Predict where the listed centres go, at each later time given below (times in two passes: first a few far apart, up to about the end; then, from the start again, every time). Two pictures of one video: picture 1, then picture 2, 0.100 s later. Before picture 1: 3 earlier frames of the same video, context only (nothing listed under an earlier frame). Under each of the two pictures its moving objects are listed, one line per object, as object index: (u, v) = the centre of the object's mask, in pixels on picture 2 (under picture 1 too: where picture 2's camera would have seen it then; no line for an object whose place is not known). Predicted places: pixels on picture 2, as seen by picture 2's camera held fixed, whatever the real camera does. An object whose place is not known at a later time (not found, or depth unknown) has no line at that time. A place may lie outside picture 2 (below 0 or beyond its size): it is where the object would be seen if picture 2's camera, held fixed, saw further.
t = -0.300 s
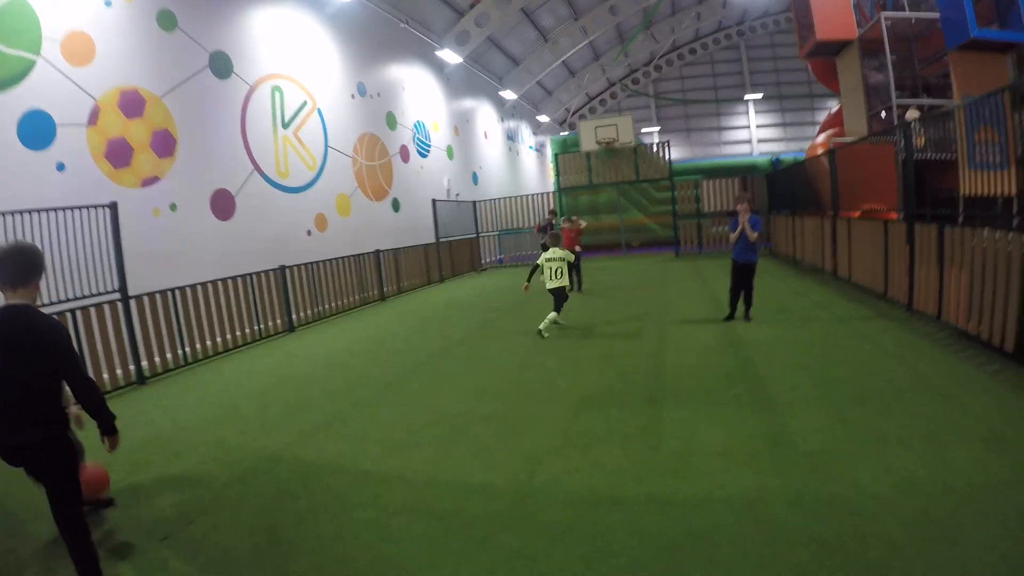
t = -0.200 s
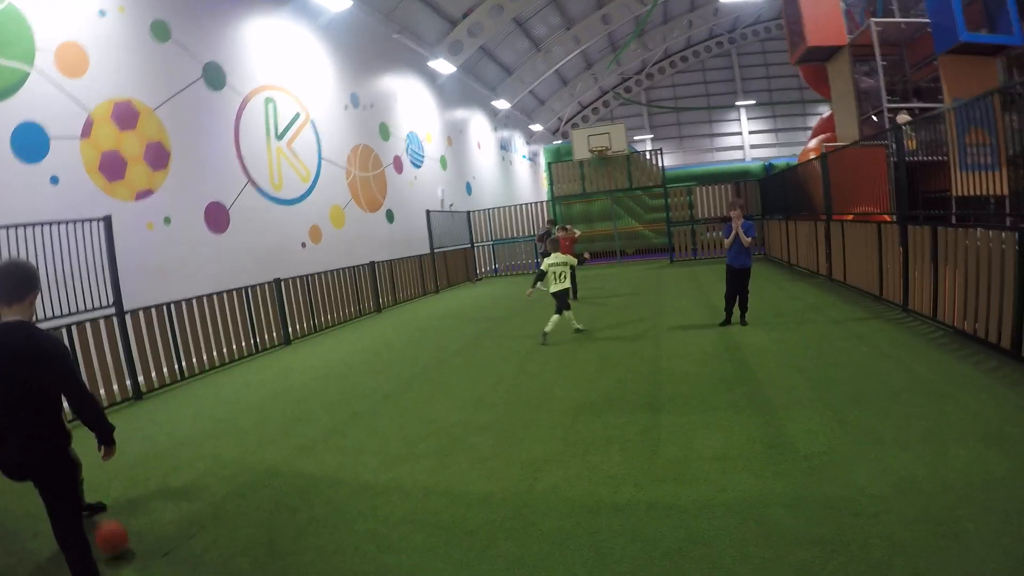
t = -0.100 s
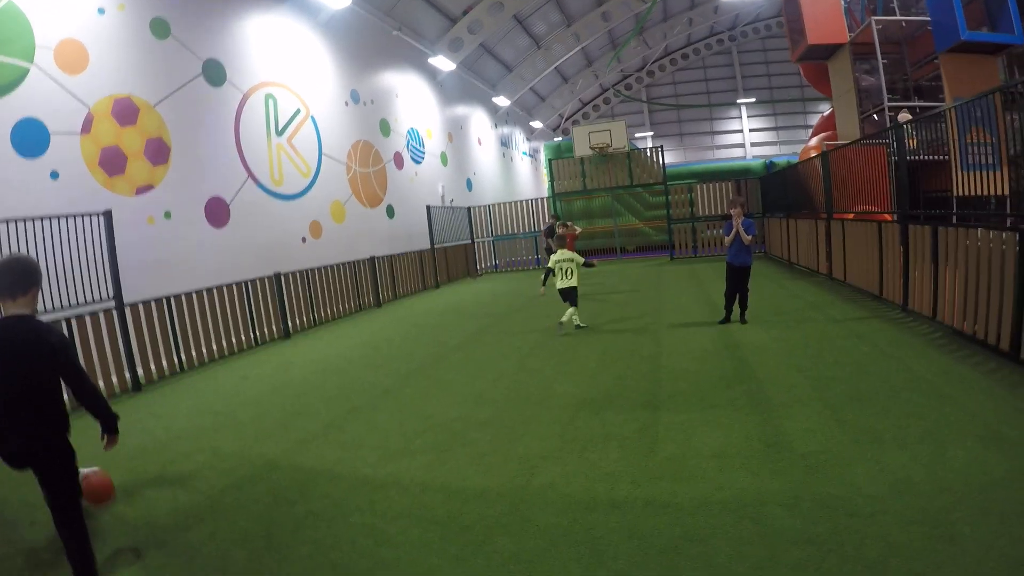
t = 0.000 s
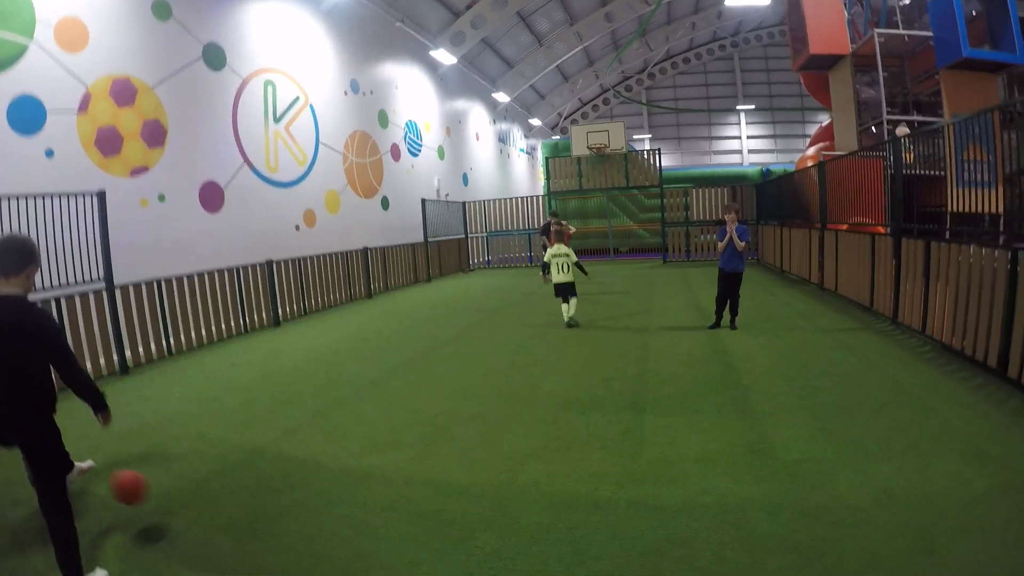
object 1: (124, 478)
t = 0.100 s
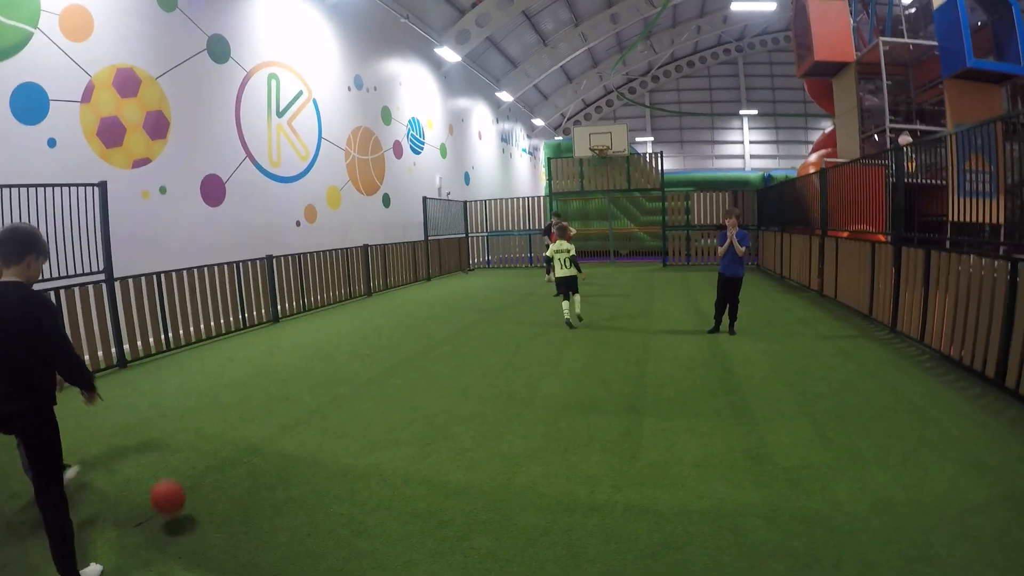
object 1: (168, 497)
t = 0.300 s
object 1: (190, 465)
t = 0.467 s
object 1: (225, 495)
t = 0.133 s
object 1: (171, 488)
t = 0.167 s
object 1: (174, 480)
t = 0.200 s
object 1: (176, 473)
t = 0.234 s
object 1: (180, 468)
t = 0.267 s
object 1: (185, 465)
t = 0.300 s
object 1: (190, 465)
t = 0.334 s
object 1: (197, 467)
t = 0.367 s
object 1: (204, 471)
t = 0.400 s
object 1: (211, 477)
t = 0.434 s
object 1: (219, 485)
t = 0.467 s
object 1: (225, 495)
